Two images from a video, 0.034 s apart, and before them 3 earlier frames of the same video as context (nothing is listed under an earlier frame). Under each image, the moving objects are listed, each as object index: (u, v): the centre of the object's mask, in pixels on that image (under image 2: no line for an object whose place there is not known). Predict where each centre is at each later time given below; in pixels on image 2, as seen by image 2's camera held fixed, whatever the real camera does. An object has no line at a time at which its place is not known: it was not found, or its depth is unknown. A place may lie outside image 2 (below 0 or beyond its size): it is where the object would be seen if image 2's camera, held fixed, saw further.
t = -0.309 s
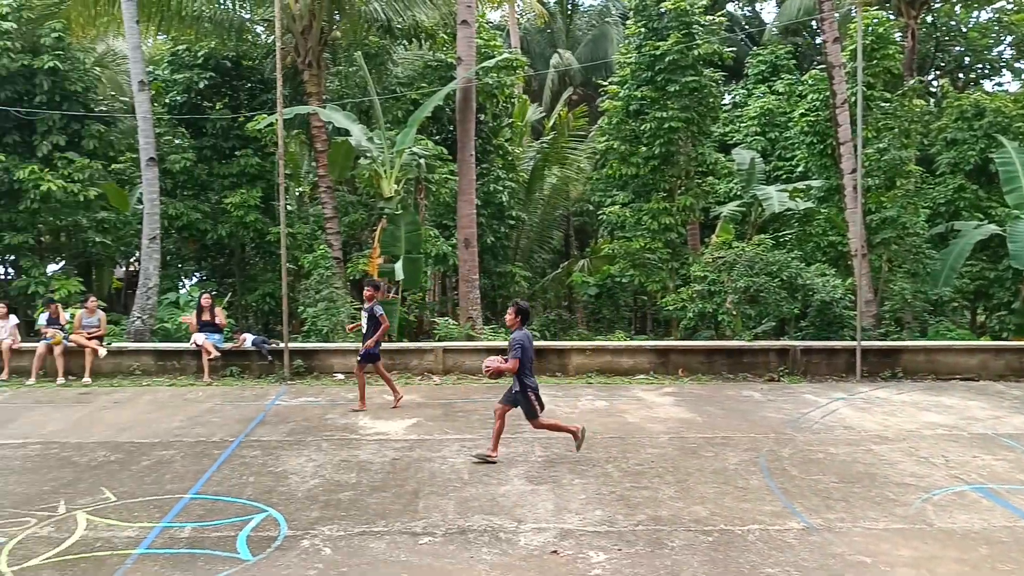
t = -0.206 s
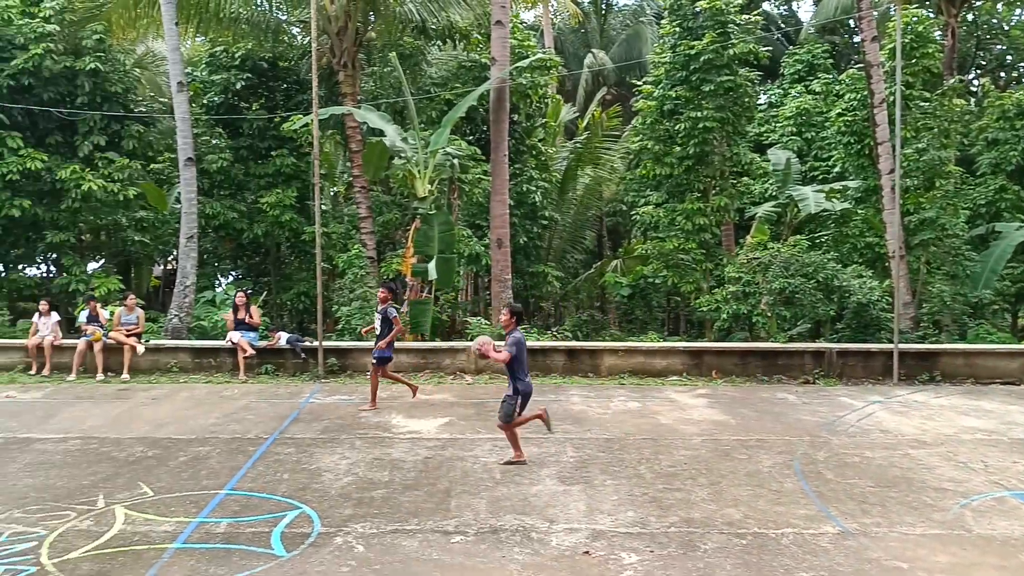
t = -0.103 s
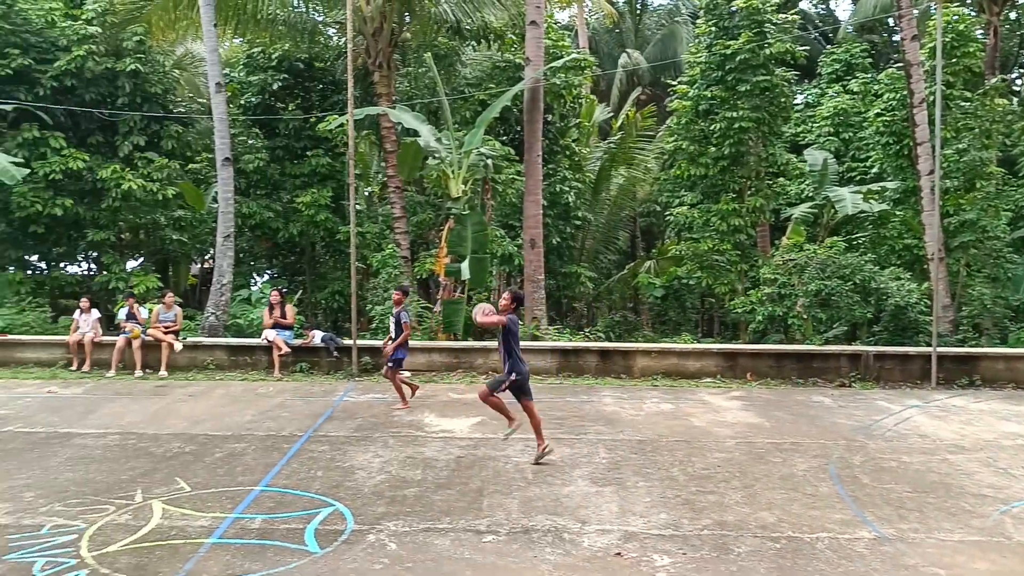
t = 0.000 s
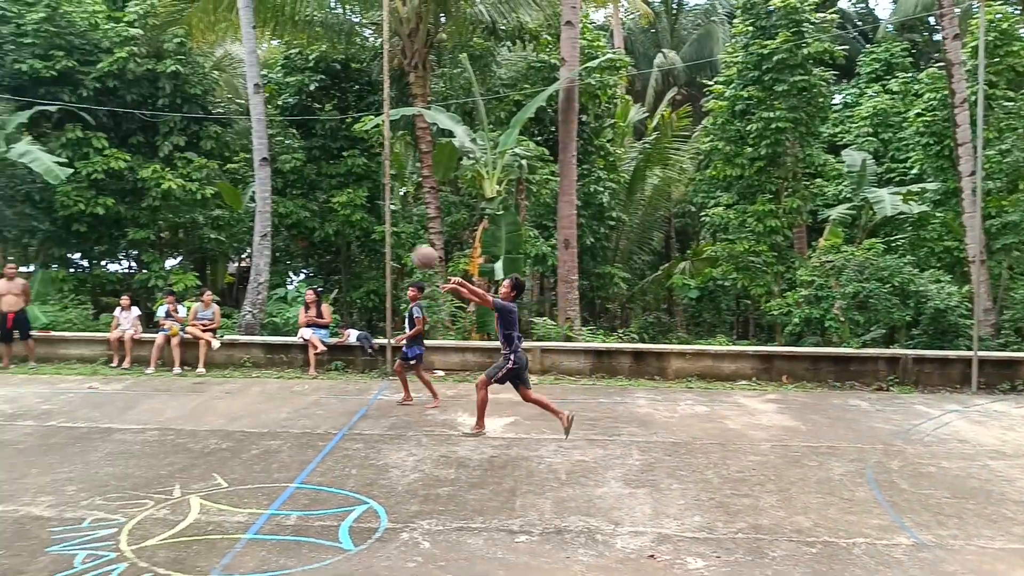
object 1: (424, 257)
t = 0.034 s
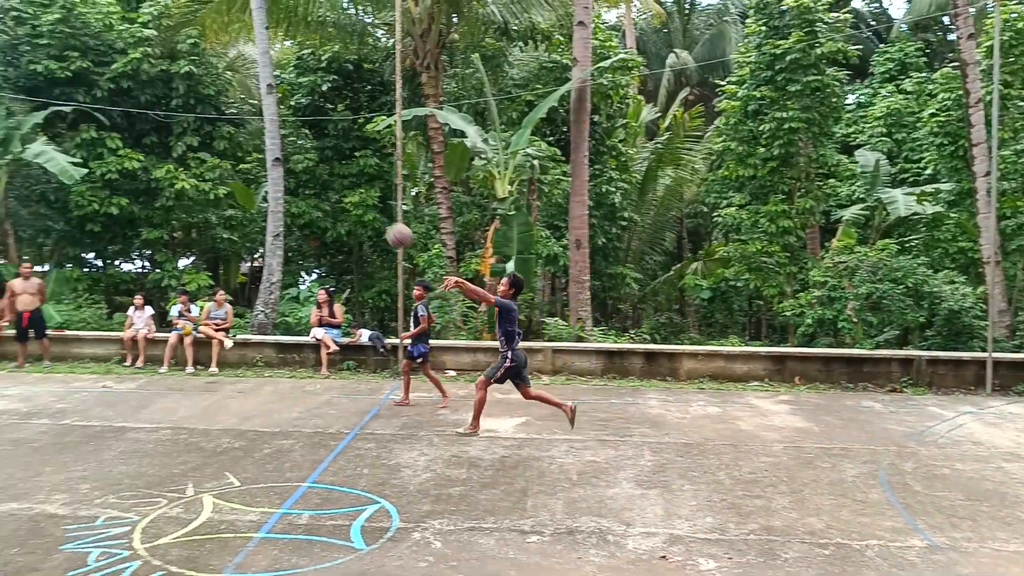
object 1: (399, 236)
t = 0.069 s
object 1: (363, 215)
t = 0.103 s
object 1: (326, 195)
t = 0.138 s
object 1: (291, 177)
